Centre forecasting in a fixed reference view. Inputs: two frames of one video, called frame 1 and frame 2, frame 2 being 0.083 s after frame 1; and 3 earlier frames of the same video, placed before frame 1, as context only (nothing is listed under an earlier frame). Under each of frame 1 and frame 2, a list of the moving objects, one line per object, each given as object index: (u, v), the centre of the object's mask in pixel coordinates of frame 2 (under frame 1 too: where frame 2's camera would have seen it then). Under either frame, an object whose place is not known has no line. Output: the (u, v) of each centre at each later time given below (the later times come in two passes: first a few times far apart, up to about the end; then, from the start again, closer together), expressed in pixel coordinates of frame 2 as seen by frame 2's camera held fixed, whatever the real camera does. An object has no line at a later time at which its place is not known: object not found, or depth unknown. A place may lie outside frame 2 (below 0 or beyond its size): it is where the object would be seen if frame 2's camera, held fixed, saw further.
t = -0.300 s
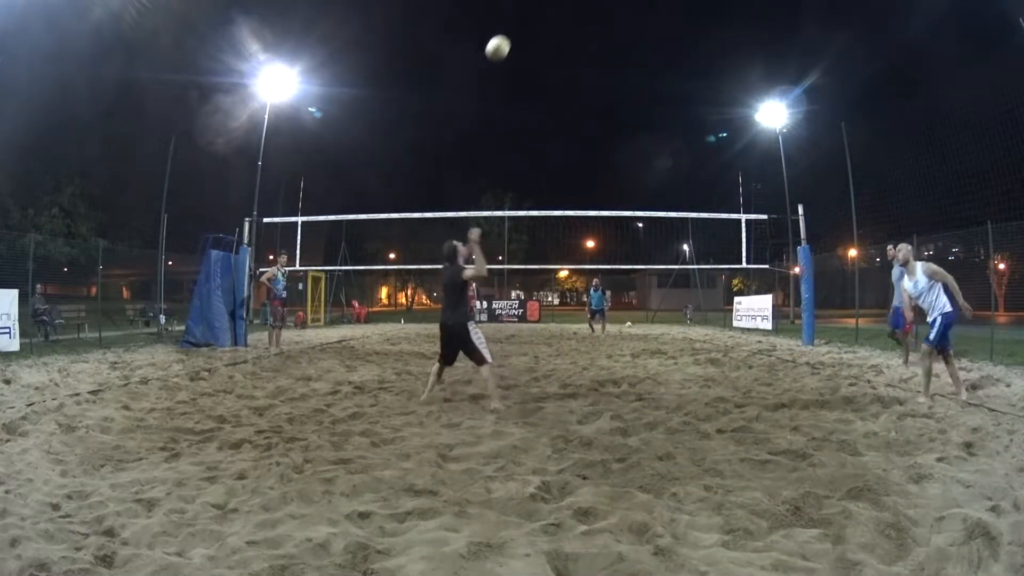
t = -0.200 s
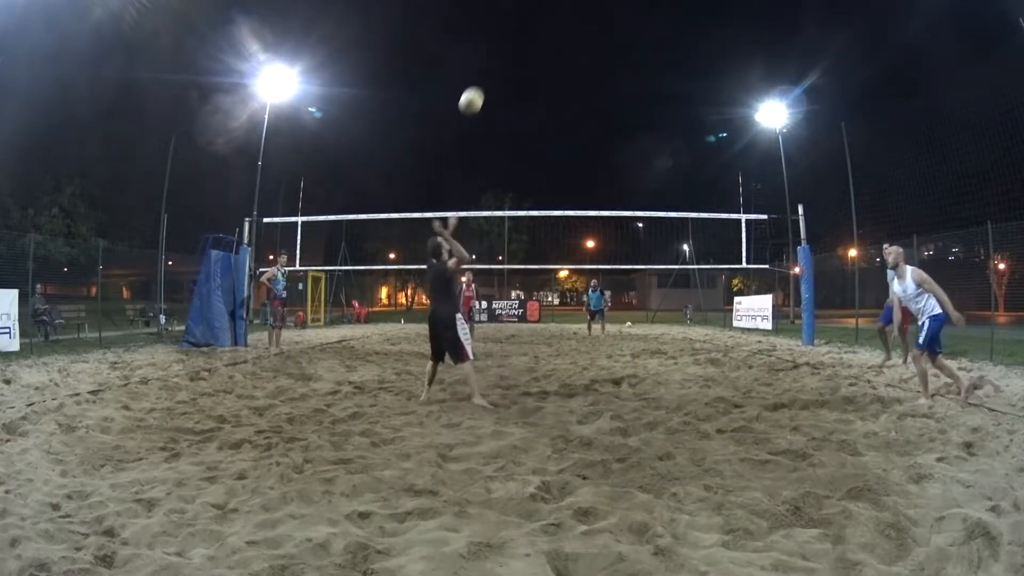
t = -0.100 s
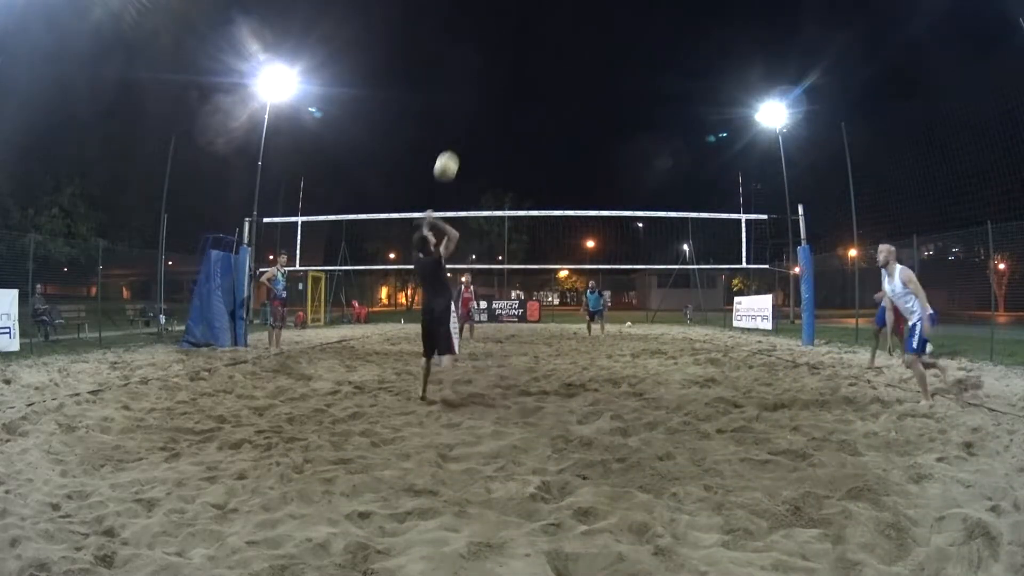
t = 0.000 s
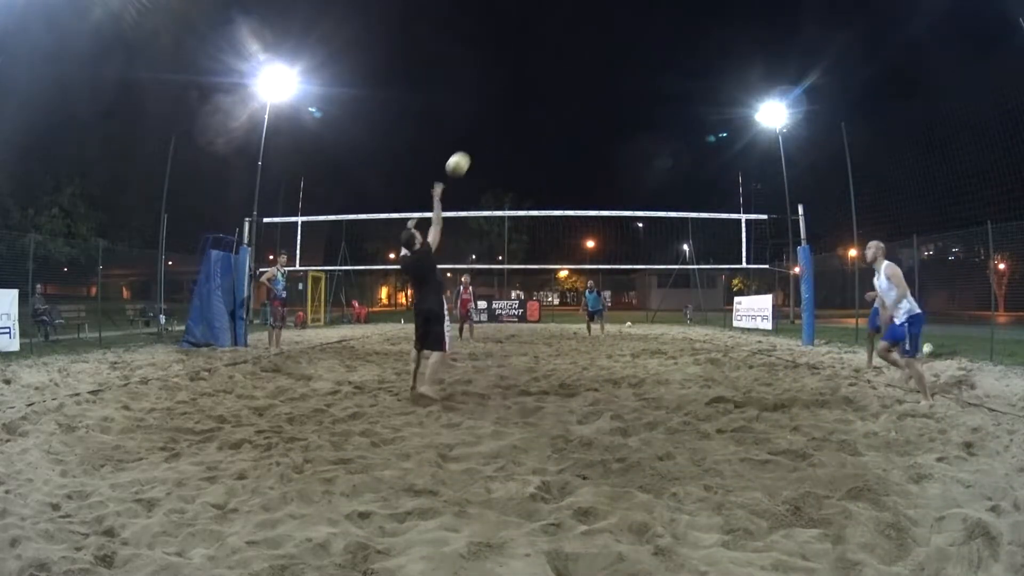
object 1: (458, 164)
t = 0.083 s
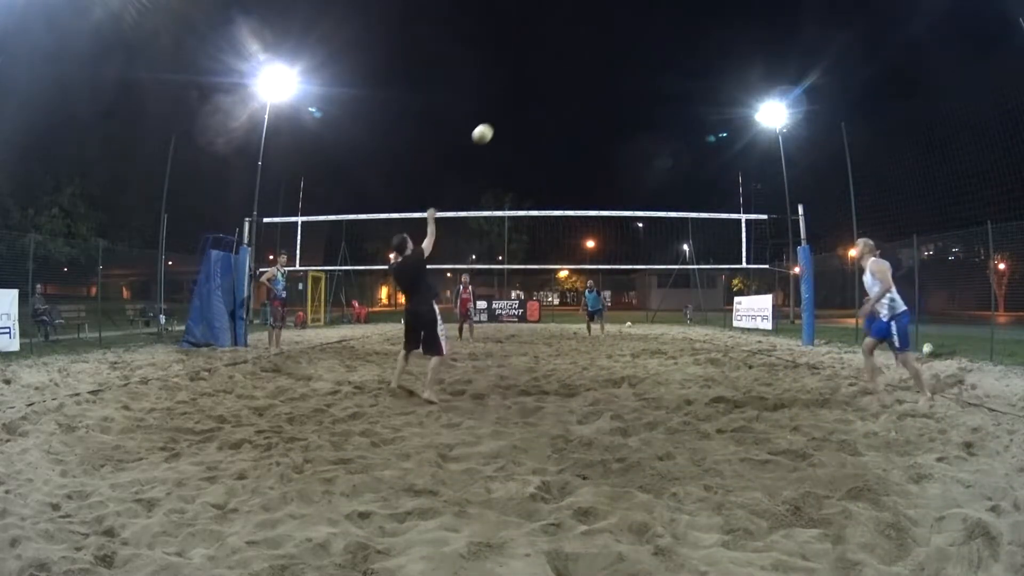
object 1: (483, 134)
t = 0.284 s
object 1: (522, 103)
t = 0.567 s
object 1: (555, 110)
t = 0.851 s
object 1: (576, 146)
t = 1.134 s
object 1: (591, 199)
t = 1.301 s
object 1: (598, 237)
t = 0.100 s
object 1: (487, 129)
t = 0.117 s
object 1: (491, 125)
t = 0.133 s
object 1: (495, 122)
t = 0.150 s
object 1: (498, 119)
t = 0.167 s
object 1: (502, 116)
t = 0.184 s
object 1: (505, 113)
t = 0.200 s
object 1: (508, 111)
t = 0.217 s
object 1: (511, 109)
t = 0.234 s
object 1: (514, 107)
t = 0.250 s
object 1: (517, 105)
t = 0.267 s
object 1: (519, 104)
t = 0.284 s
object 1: (522, 103)
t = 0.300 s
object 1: (524, 102)
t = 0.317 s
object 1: (526, 102)
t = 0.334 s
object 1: (529, 101)
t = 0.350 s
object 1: (531, 101)
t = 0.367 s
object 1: (533, 101)
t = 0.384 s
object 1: (535, 101)
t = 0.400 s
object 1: (537, 101)
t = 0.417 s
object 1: (539, 102)
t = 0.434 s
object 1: (541, 102)
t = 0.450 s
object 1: (543, 103)
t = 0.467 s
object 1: (545, 104)
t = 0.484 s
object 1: (546, 104)
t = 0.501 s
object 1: (548, 105)
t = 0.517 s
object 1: (550, 106)
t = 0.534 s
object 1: (552, 107)
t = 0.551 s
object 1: (553, 109)
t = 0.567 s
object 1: (555, 110)
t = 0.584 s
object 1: (556, 111)
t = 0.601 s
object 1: (558, 113)
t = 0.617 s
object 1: (559, 115)
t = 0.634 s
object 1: (561, 116)
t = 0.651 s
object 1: (562, 118)
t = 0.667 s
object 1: (563, 120)
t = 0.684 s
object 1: (564, 122)
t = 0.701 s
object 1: (566, 124)
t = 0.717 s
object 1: (567, 126)
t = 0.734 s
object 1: (568, 128)
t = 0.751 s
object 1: (570, 130)
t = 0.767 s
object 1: (571, 133)
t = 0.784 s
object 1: (572, 135)
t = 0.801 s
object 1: (573, 138)
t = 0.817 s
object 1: (574, 140)
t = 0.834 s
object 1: (575, 143)
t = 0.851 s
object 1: (576, 146)
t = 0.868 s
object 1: (577, 148)
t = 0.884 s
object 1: (578, 151)
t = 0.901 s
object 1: (579, 154)
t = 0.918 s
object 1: (580, 157)
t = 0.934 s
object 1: (581, 160)
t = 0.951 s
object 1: (582, 163)
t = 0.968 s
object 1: (583, 166)
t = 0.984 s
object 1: (584, 169)
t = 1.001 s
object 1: (585, 172)
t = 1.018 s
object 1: (586, 176)
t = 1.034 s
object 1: (586, 179)
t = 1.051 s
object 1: (587, 182)
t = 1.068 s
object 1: (588, 186)
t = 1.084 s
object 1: (589, 189)
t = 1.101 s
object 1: (590, 192)
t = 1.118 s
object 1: (590, 196)
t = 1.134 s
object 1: (591, 199)
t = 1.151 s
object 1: (592, 203)
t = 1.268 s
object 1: (596, 230)
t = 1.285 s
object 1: (597, 234)
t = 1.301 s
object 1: (598, 237)
